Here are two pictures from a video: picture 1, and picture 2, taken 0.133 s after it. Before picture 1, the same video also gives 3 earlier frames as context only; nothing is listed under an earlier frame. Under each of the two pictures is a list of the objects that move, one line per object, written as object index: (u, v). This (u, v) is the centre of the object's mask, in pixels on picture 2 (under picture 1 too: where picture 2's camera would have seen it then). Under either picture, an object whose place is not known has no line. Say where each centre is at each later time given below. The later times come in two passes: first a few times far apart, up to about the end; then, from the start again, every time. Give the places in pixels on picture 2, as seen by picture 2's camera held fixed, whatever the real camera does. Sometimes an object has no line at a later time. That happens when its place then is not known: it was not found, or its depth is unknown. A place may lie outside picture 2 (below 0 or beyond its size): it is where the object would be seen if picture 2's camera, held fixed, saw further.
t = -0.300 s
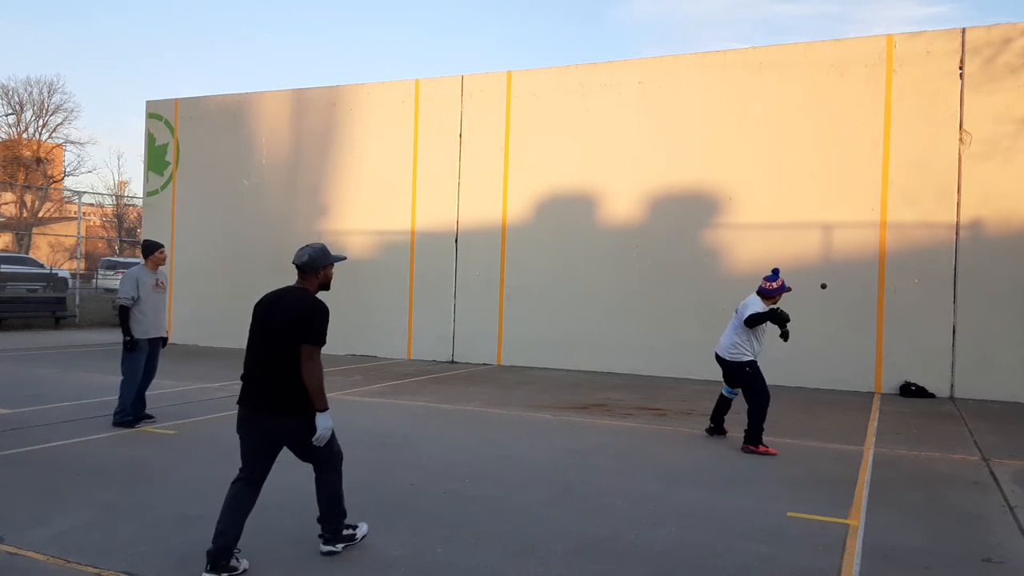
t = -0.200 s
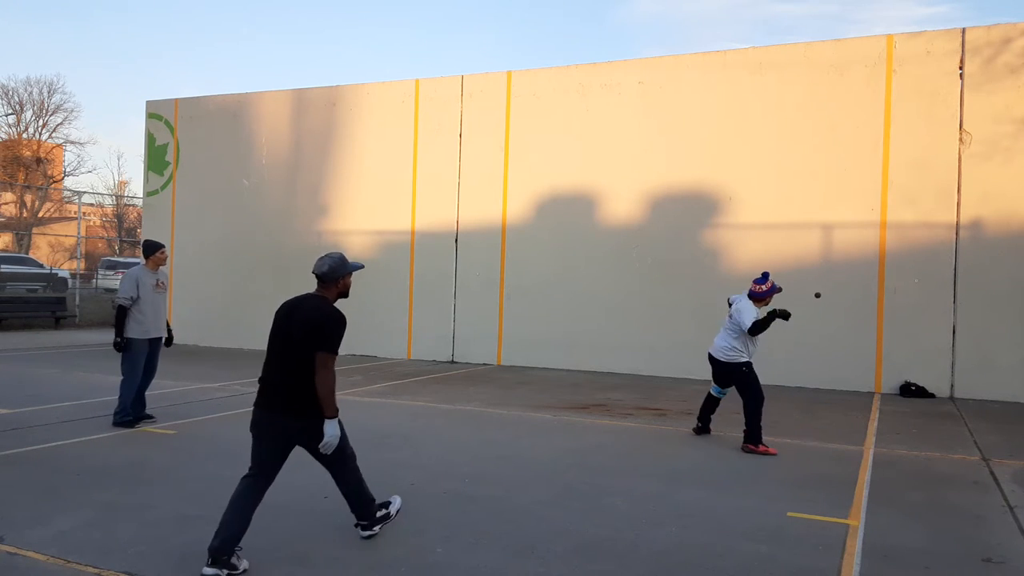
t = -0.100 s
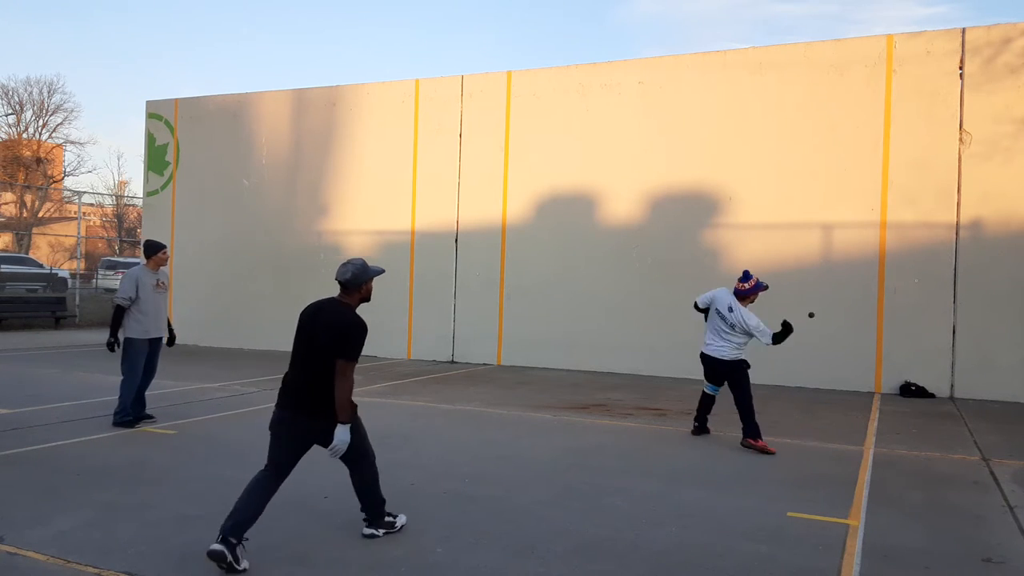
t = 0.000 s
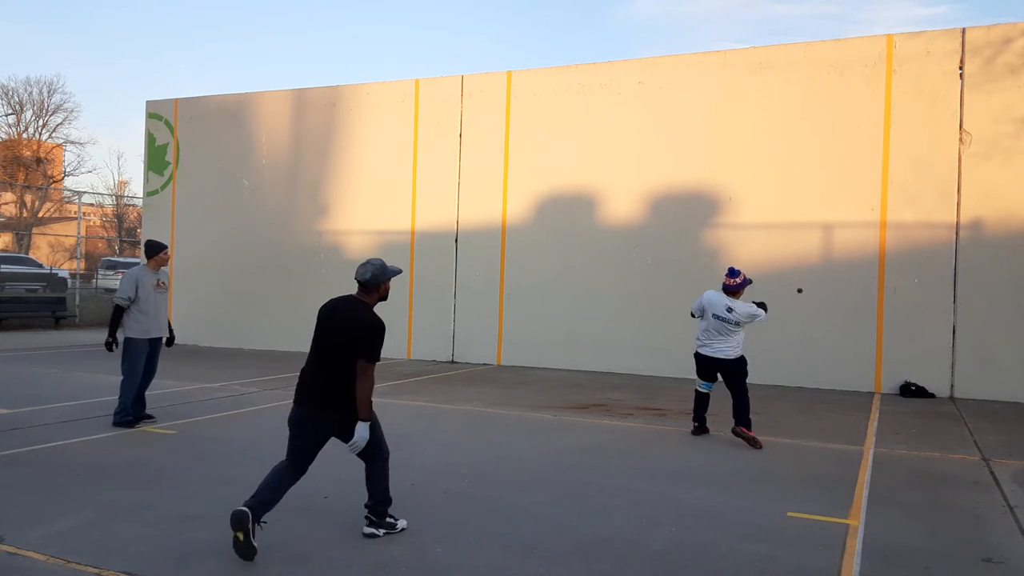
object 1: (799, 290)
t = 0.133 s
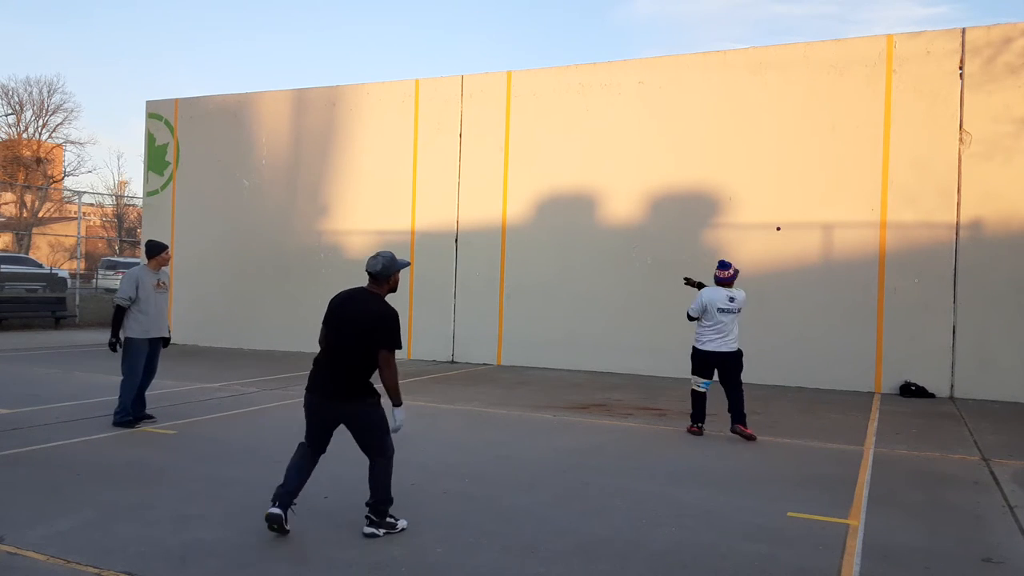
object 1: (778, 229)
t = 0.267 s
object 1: (763, 199)
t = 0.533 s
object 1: (674, 155)
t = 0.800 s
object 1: (541, 156)
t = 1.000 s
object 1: (389, 212)
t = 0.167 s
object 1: (774, 219)
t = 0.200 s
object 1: (772, 211)
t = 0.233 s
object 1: (769, 205)
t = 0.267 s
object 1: (763, 199)
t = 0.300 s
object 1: (753, 192)
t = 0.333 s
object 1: (744, 185)
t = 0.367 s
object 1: (733, 179)
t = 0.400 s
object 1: (723, 172)
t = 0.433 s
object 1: (712, 168)
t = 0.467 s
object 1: (700, 163)
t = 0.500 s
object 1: (688, 158)
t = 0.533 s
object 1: (674, 155)
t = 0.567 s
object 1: (661, 152)
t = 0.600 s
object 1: (646, 150)
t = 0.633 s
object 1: (631, 149)
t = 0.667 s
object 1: (615, 148)
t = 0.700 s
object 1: (598, 149)
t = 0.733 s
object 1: (581, 150)
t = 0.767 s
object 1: (562, 153)
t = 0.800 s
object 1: (541, 156)
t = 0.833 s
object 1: (520, 162)
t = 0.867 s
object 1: (498, 168)
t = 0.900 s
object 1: (473, 176)
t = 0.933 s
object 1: (447, 186)
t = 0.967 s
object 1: (419, 198)
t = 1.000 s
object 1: (389, 212)
